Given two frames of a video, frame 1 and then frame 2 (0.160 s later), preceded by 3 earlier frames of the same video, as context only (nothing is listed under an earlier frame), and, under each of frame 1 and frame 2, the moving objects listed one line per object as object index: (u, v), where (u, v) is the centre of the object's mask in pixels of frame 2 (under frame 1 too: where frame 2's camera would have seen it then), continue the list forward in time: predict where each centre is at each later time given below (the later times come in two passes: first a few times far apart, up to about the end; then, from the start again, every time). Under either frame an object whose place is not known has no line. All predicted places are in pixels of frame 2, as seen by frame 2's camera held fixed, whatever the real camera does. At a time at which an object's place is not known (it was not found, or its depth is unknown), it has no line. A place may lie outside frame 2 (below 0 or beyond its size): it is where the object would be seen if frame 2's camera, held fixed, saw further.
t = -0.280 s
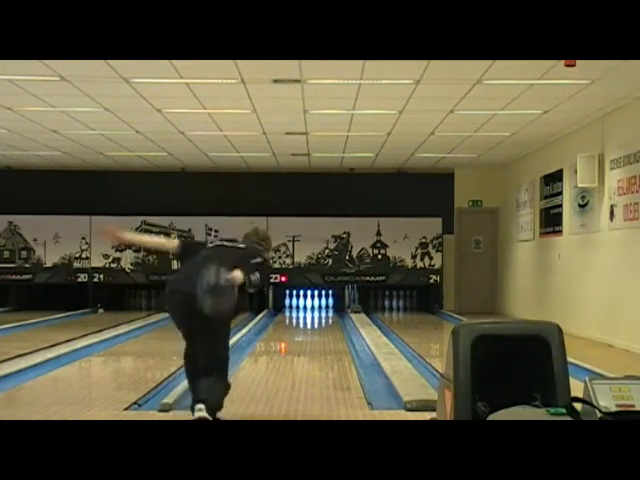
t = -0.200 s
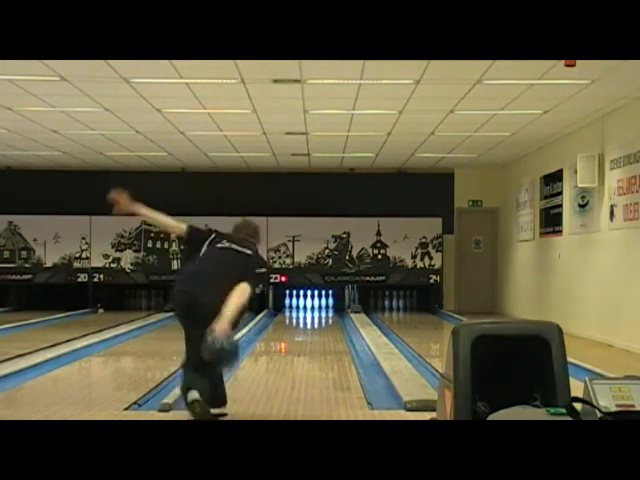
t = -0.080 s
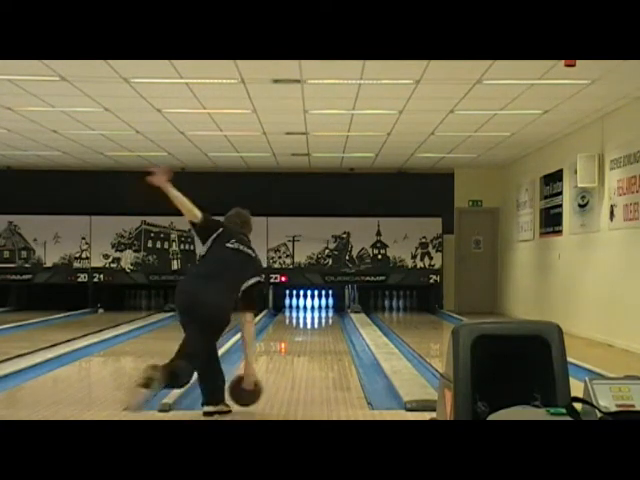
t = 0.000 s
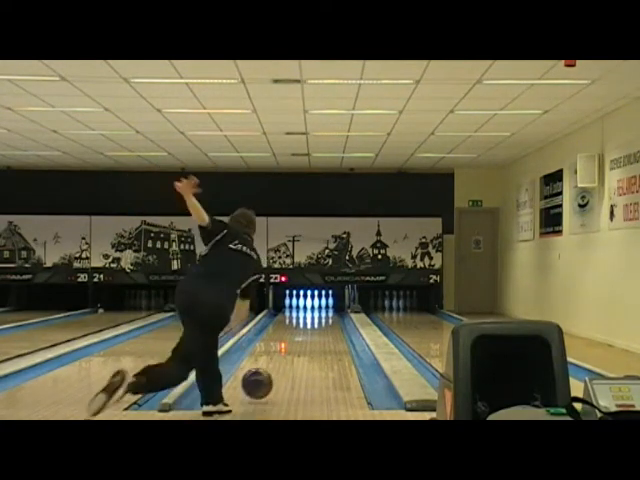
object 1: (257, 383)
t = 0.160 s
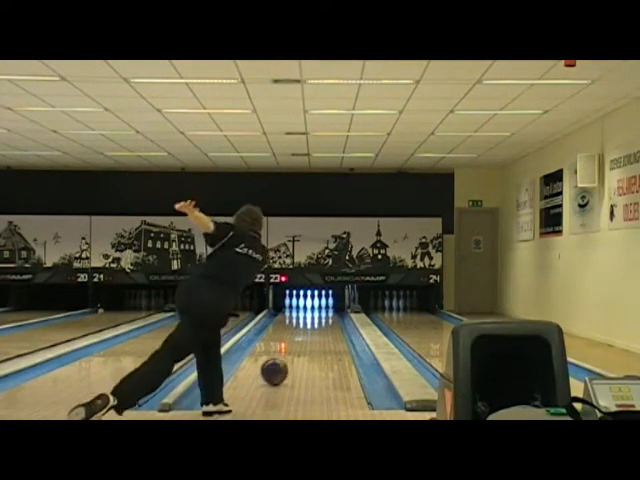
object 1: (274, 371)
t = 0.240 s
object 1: (281, 365)
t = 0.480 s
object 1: (297, 349)
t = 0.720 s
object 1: (309, 338)
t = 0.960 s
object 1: (317, 330)
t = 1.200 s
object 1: (323, 323)
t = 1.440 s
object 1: (326, 317)
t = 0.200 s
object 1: (278, 368)
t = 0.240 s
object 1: (281, 365)
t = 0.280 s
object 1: (284, 362)
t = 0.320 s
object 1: (287, 359)
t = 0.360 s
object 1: (289, 357)
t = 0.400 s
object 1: (292, 354)
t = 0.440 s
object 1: (295, 351)
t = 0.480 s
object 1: (297, 349)
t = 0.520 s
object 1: (299, 347)
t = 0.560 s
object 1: (302, 344)
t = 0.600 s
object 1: (303, 343)
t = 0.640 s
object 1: (305, 341)
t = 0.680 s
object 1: (307, 340)
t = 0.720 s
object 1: (309, 338)
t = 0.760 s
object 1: (310, 337)
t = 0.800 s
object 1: (312, 335)
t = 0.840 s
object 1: (313, 334)
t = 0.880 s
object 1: (315, 333)
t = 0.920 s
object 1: (316, 331)
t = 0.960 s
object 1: (317, 330)
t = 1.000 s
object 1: (318, 329)
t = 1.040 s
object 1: (320, 327)
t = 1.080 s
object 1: (320, 326)
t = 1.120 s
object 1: (321, 325)
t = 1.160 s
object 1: (322, 324)
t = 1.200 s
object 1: (323, 323)
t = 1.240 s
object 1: (324, 322)
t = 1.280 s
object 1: (324, 321)
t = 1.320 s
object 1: (325, 320)
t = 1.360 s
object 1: (326, 319)
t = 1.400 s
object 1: (327, 318)
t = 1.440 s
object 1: (326, 317)
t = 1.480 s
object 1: (327, 316)
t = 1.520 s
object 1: (327, 316)
